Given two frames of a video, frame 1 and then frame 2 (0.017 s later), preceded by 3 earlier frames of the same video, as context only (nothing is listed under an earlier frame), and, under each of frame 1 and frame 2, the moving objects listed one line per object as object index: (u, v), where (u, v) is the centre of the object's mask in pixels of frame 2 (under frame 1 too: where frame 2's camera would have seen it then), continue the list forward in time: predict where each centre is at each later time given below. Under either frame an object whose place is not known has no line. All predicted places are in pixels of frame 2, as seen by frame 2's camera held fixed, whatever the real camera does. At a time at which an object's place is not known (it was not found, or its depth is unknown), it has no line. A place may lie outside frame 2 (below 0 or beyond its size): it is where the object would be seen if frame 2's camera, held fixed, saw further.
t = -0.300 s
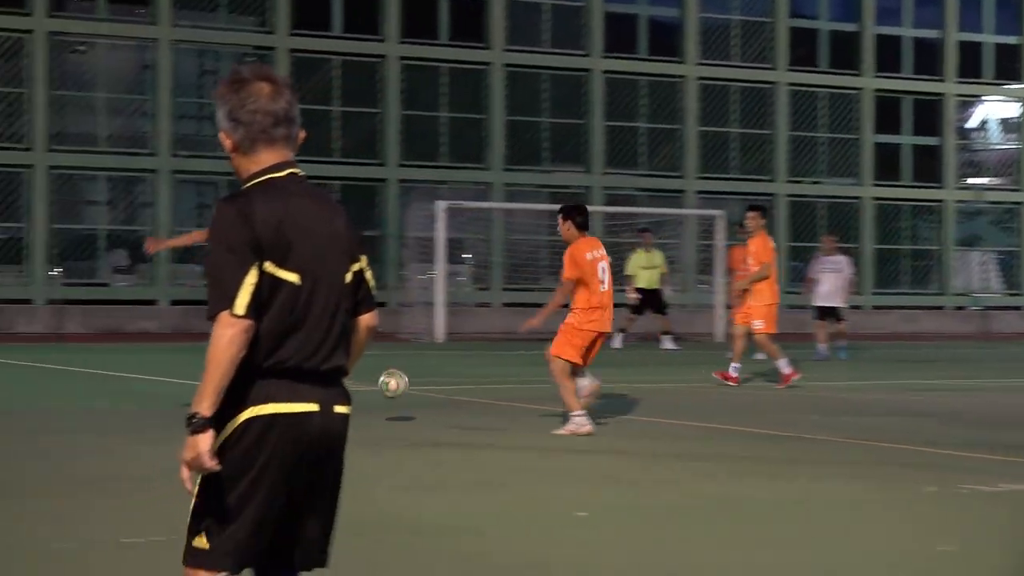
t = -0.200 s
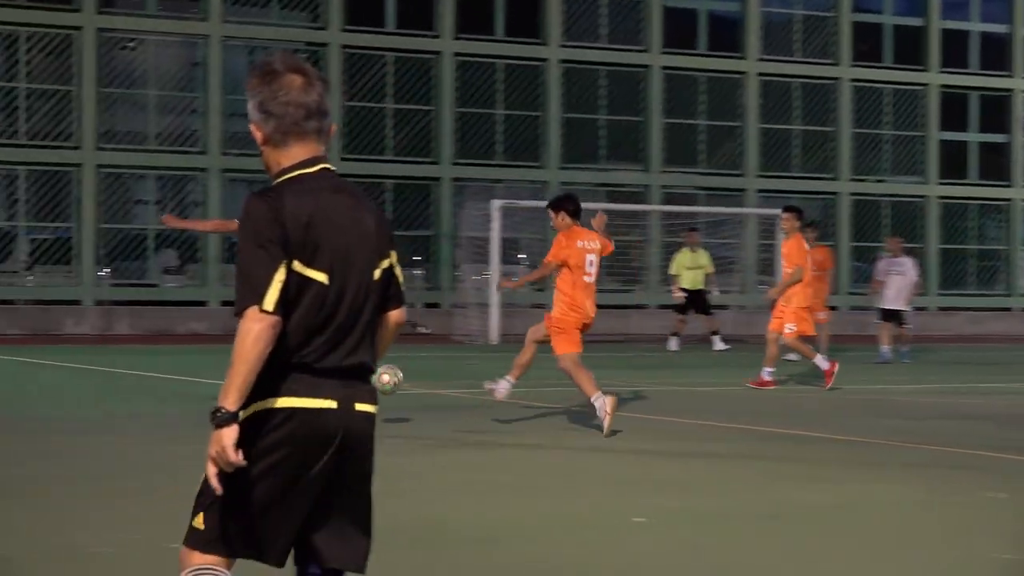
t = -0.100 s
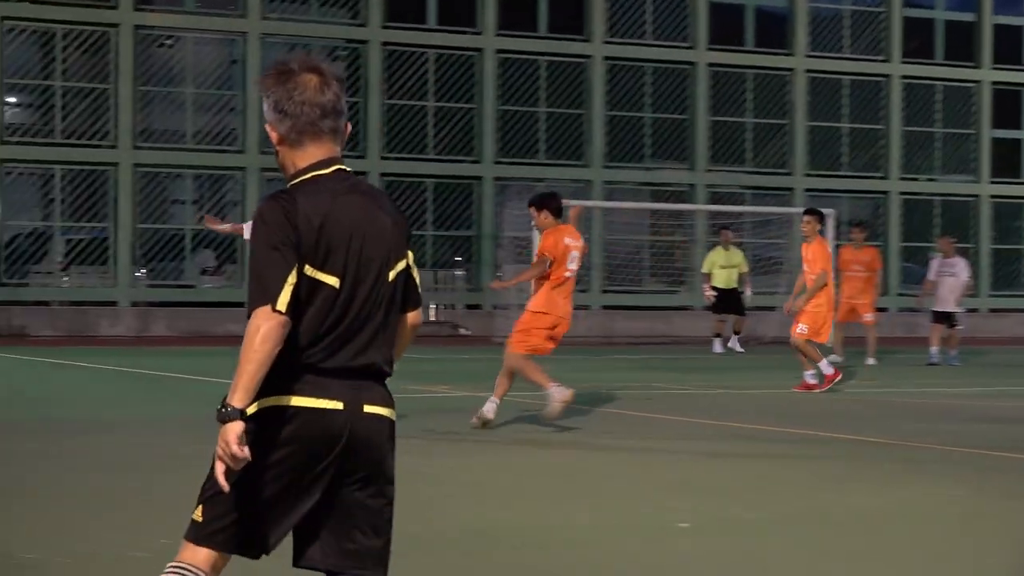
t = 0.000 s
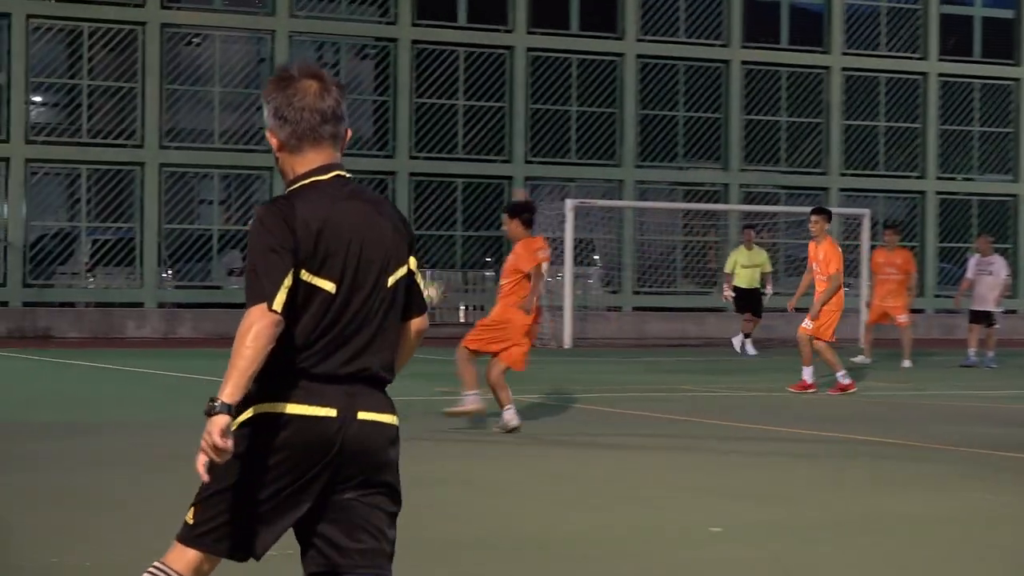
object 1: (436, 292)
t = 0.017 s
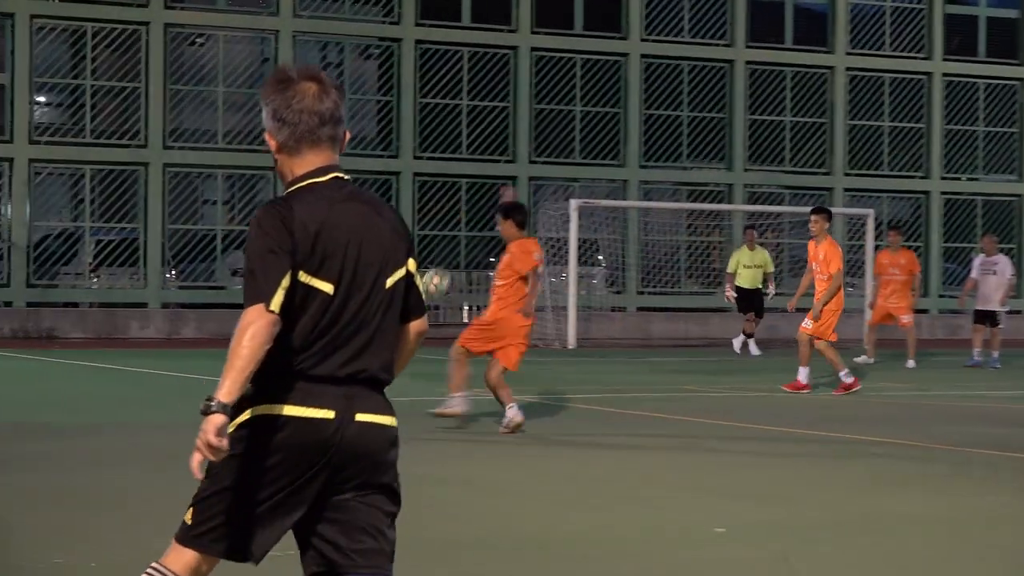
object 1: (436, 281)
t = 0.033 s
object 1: (439, 271)
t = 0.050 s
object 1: (442, 261)
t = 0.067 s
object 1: (445, 254)
